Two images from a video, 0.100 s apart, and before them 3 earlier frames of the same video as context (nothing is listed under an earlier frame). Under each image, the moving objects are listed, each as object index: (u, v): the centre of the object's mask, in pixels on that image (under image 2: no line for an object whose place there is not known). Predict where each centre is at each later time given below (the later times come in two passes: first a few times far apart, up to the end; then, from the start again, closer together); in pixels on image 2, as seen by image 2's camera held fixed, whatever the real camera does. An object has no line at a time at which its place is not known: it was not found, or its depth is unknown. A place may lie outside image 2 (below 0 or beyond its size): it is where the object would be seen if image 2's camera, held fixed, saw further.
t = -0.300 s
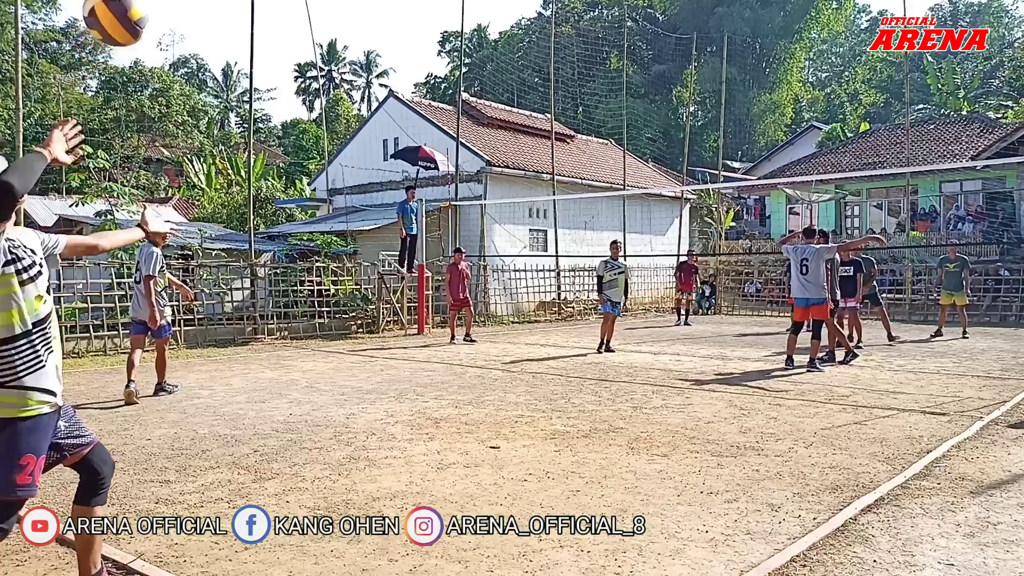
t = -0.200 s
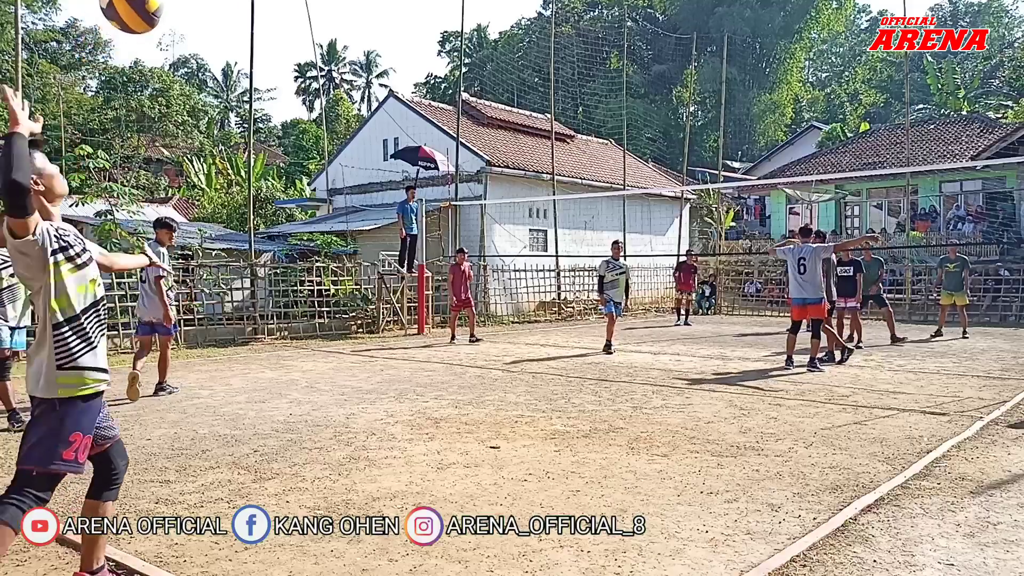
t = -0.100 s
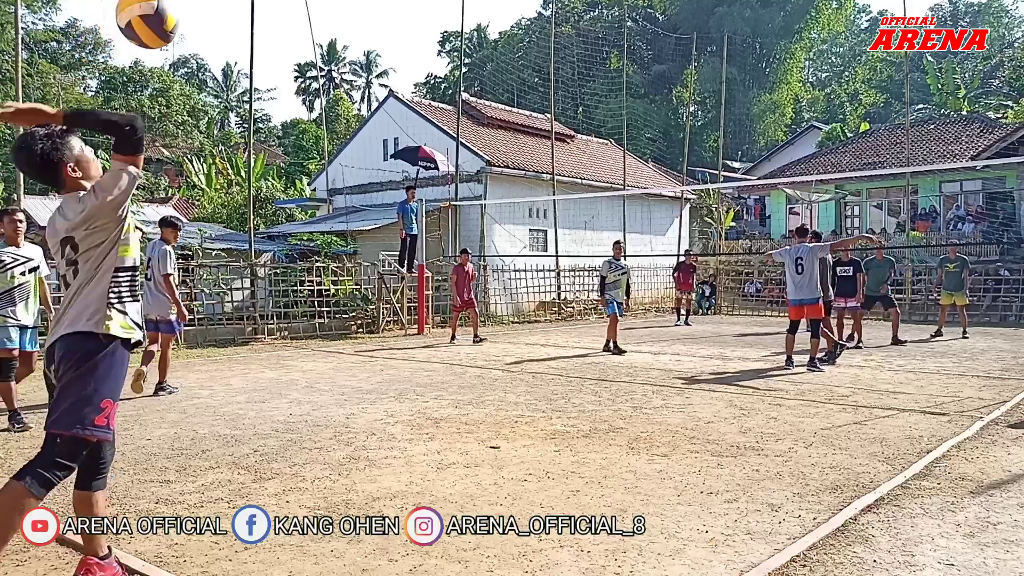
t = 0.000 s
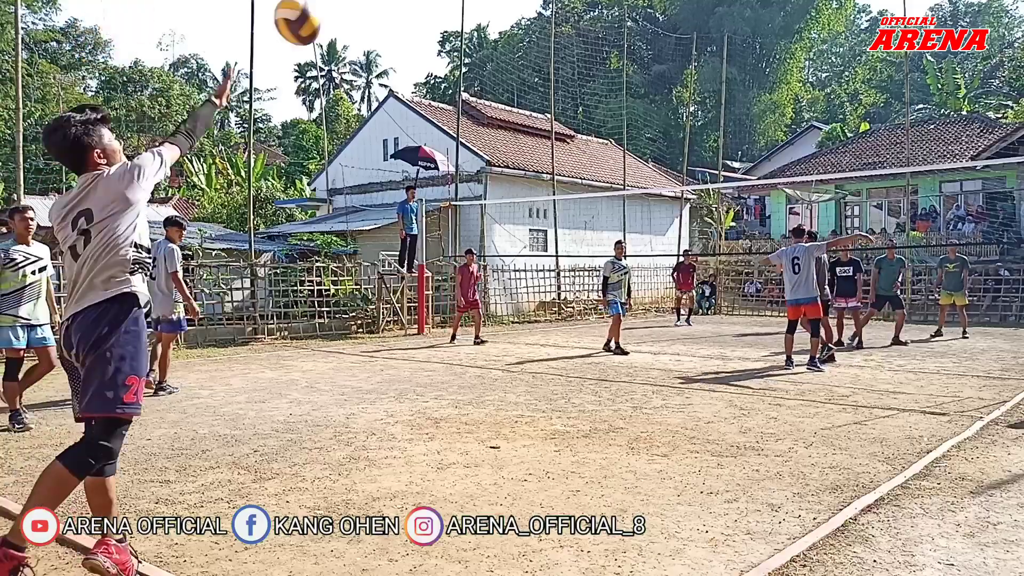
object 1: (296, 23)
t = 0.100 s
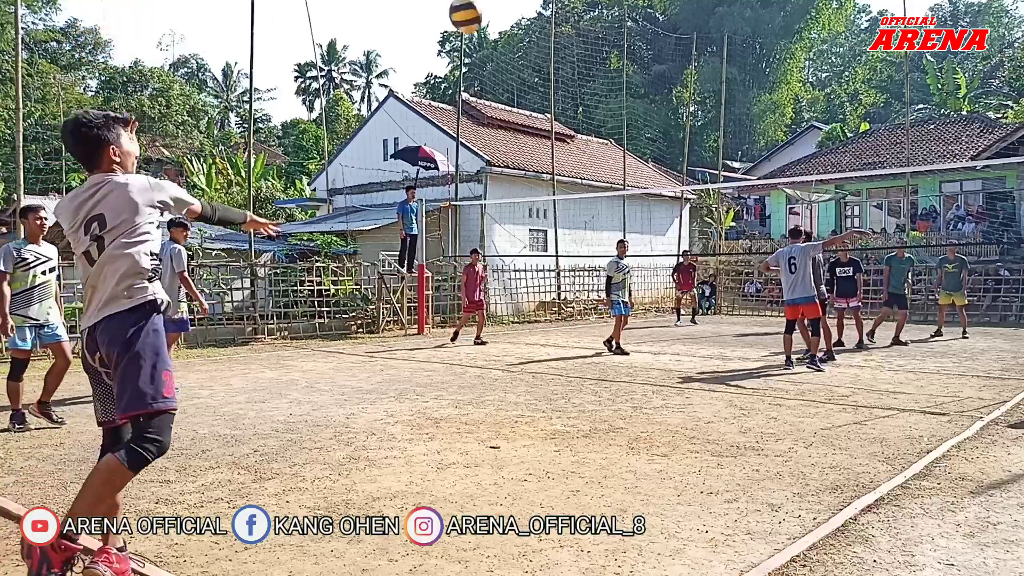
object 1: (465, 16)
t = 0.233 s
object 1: (587, 25)
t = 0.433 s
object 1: (682, 61)
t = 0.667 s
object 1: (743, 117)
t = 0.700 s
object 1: (749, 126)
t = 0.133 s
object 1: (503, 17)
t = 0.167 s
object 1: (536, 18)
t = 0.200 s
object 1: (564, 21)
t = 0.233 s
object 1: (587, 25)
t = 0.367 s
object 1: (658, 48)
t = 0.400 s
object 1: (670, 55)
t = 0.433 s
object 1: (682, 61)
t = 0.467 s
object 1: (693, 68)
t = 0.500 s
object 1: (704, 76)
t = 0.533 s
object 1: (713, 83)
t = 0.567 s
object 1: (722, 91)
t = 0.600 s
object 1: (730, 99)
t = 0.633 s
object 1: (737, 108)
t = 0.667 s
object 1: (743, 117)
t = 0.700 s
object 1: (749, 126)
